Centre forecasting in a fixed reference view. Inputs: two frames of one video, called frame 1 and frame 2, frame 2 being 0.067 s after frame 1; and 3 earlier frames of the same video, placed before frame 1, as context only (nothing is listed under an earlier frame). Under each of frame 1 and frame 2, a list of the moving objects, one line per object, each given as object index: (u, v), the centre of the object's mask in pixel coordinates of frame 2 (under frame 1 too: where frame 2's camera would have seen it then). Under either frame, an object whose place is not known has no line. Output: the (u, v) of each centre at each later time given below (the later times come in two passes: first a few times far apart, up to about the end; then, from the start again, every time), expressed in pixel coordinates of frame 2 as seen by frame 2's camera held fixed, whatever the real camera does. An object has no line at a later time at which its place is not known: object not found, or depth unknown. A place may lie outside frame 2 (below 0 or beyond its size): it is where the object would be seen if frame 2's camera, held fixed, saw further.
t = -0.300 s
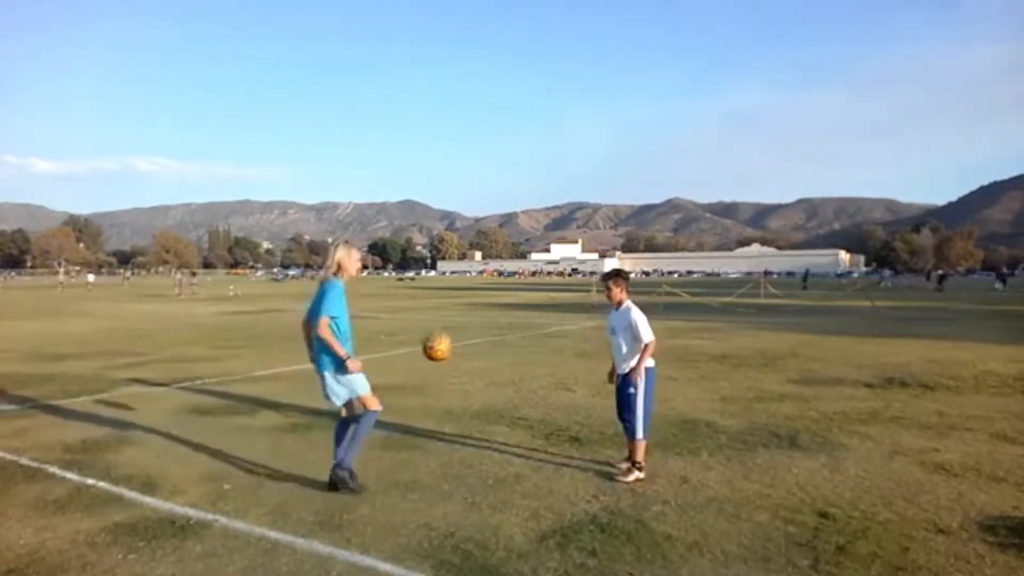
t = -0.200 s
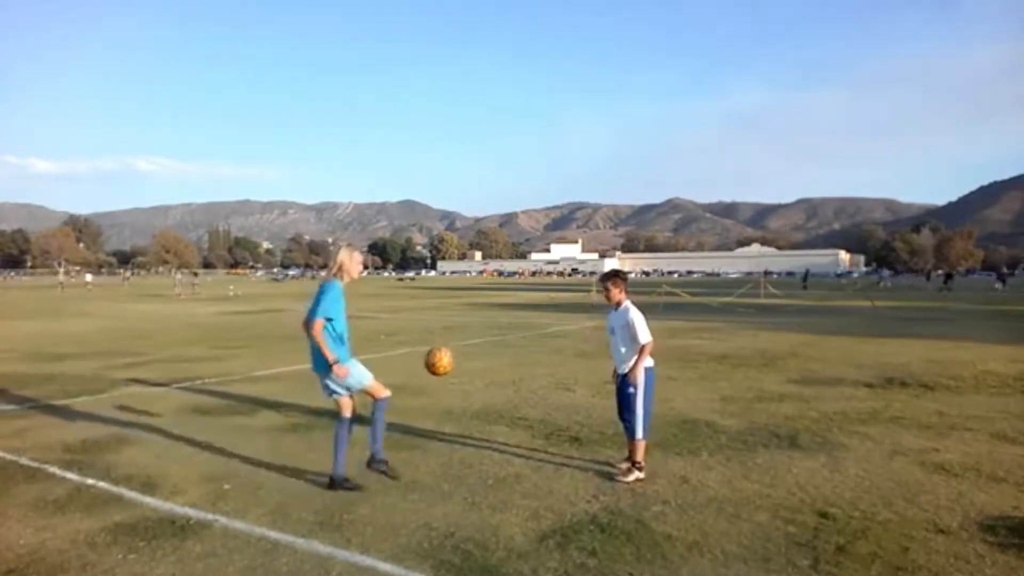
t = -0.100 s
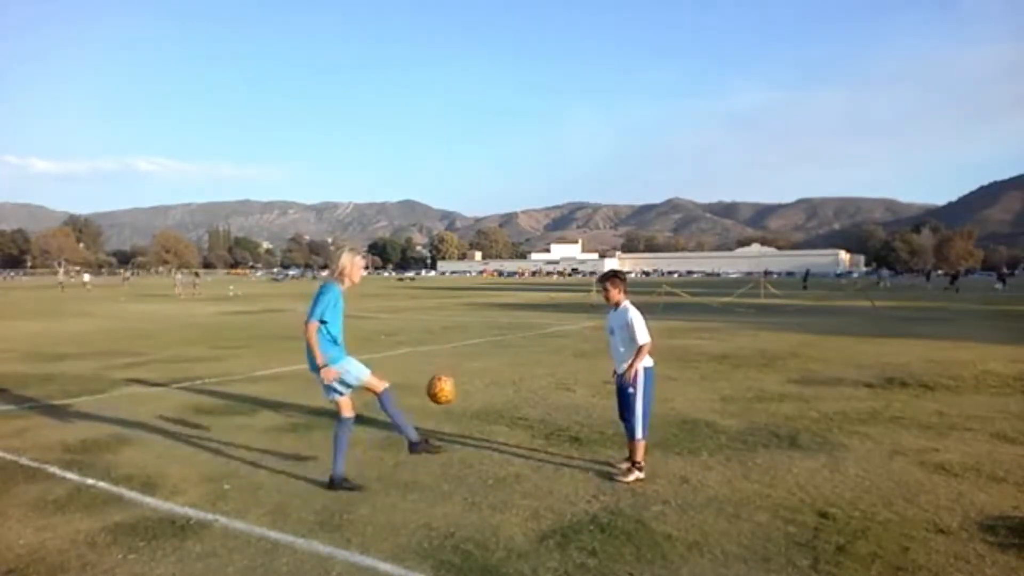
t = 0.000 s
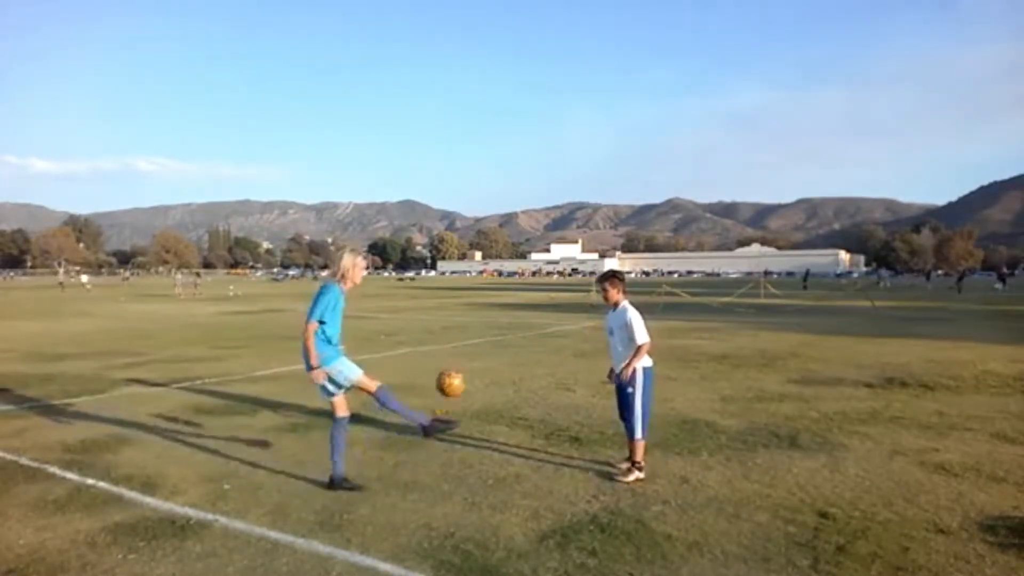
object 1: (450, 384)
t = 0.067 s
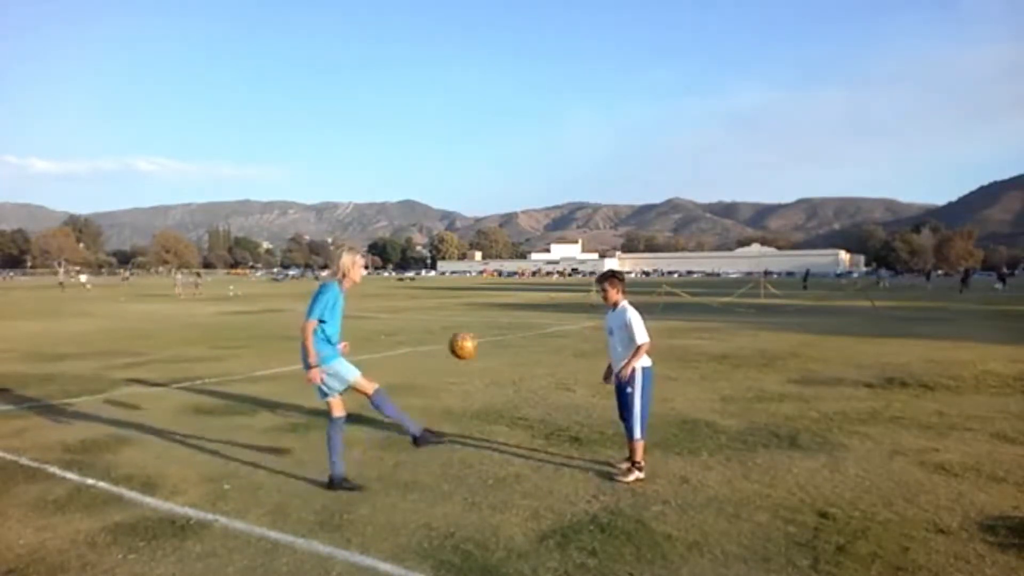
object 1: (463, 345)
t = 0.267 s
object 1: (500, 266)
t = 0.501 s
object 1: (543, 237)
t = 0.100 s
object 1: (470, 328)
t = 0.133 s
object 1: (475, 314)
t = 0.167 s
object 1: (482, 299)
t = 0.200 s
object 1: (488, 286)
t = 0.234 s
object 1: (494, 275)
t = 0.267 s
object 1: (500, 266)
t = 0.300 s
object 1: (507, 257)
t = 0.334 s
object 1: (513, 250)
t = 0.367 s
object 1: (519, 244)
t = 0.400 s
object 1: (524, 241)
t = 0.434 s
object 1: (531, 238)
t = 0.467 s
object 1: (537, 237)
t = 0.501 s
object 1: (543, 237)
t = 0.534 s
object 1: (549, 239)
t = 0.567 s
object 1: (555, 242)
